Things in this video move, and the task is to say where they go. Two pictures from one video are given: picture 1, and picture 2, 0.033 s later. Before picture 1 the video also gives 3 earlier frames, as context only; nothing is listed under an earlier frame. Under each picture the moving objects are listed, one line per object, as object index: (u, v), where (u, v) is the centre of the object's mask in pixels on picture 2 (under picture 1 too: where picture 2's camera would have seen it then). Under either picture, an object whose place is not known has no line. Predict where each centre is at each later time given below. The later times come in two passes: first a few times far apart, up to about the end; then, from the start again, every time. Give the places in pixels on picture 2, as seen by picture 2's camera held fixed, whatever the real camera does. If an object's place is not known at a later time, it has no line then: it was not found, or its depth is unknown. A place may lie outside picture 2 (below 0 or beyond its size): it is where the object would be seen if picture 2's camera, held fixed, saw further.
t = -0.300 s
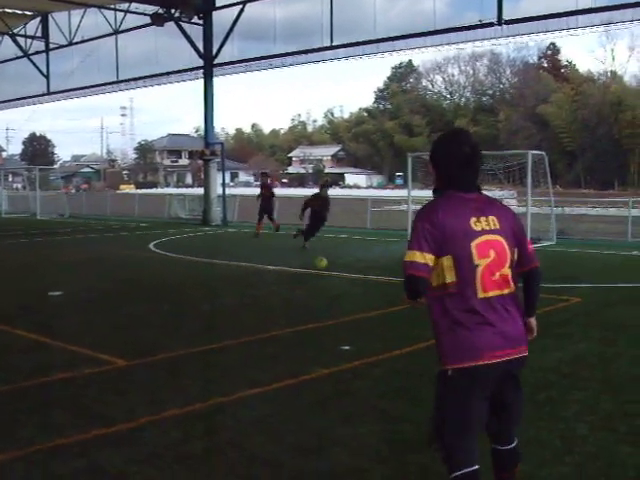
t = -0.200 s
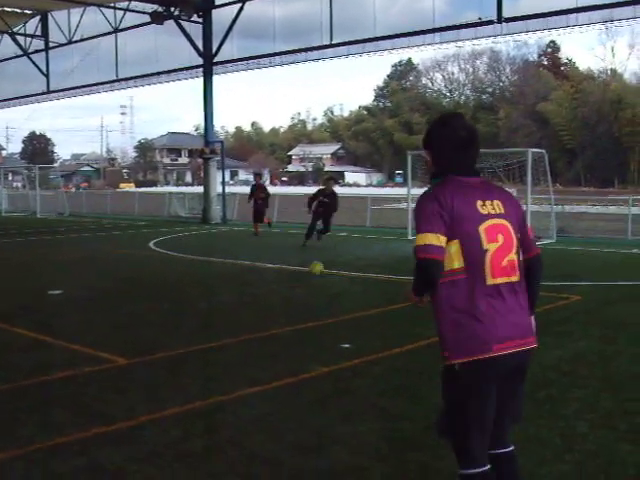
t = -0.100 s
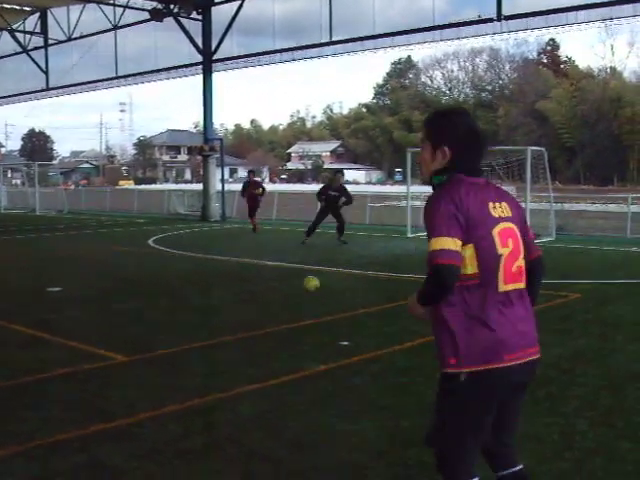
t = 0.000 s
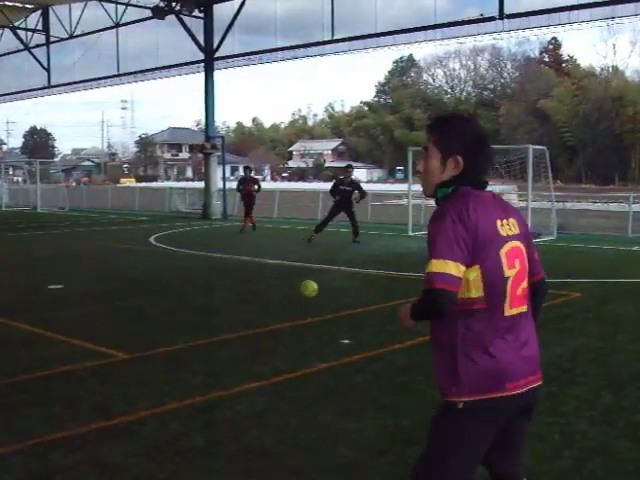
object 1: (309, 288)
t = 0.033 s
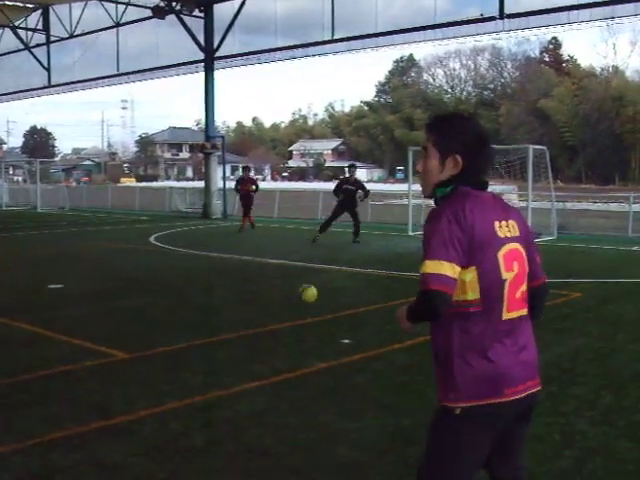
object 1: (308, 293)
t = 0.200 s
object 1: (301, 319)
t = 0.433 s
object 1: (289, 379)
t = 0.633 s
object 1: (271, 469)
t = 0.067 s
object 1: (306, 299)
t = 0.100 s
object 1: (305, 307)
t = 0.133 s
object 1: (303, 310)
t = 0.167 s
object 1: (303, 313)
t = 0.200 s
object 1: (301, 319)
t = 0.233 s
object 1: (300, 327)
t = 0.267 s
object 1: (298, 335)
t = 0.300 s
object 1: (296, 345)
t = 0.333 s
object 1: (295, 350)
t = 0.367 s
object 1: (293, 357)
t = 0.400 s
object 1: (291, 367)
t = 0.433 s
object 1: (289, 379)
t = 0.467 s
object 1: (286, 391)
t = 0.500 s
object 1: (283, 401)
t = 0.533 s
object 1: (280, 414)
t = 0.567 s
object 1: (278, 431)
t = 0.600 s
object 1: (274, 450)
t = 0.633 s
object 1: (271, 469)
